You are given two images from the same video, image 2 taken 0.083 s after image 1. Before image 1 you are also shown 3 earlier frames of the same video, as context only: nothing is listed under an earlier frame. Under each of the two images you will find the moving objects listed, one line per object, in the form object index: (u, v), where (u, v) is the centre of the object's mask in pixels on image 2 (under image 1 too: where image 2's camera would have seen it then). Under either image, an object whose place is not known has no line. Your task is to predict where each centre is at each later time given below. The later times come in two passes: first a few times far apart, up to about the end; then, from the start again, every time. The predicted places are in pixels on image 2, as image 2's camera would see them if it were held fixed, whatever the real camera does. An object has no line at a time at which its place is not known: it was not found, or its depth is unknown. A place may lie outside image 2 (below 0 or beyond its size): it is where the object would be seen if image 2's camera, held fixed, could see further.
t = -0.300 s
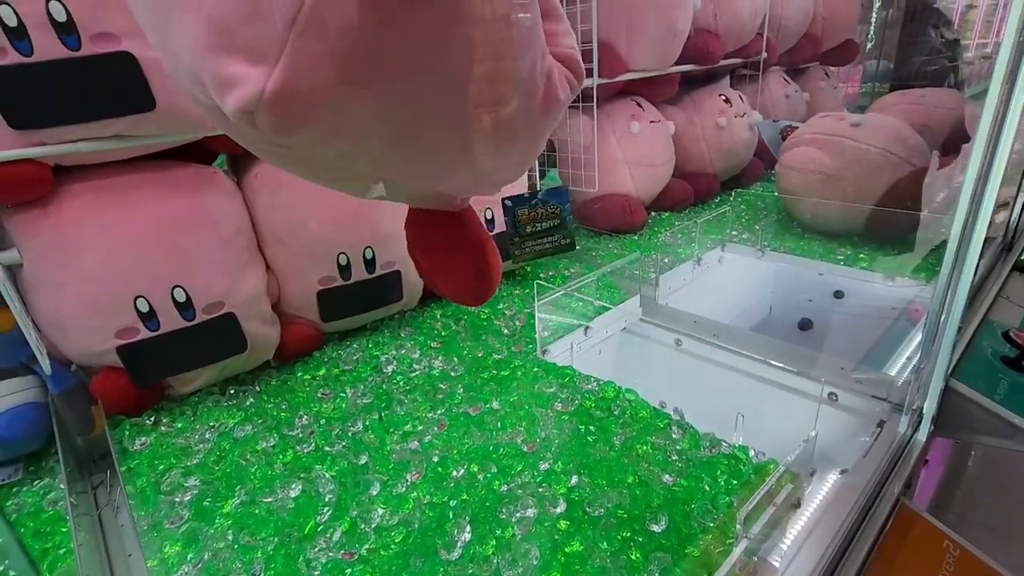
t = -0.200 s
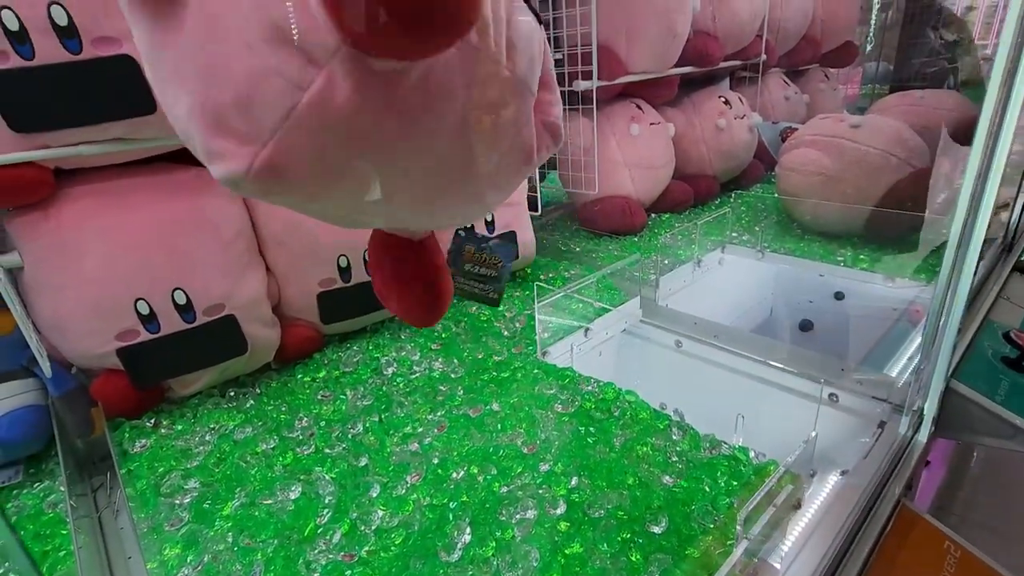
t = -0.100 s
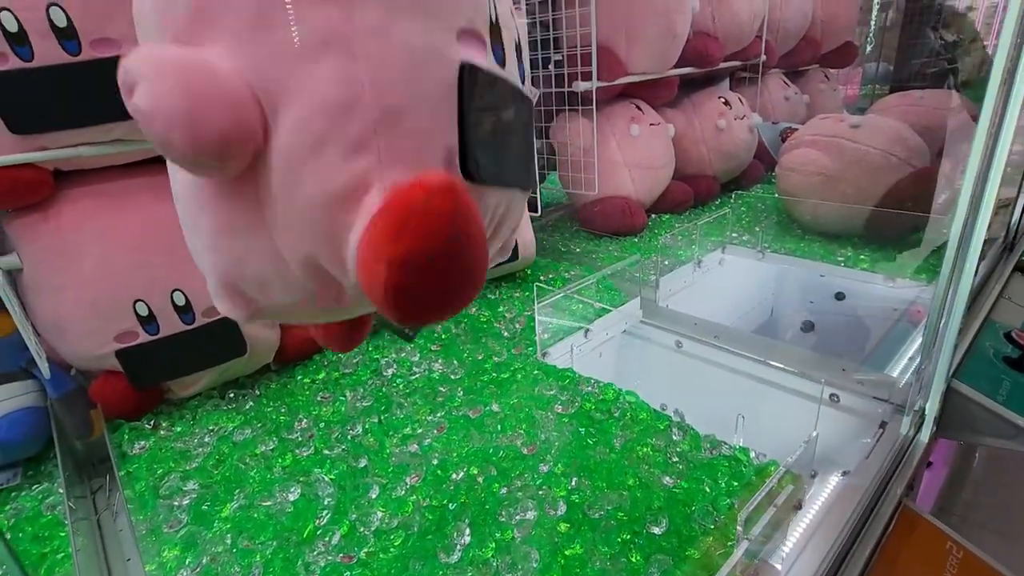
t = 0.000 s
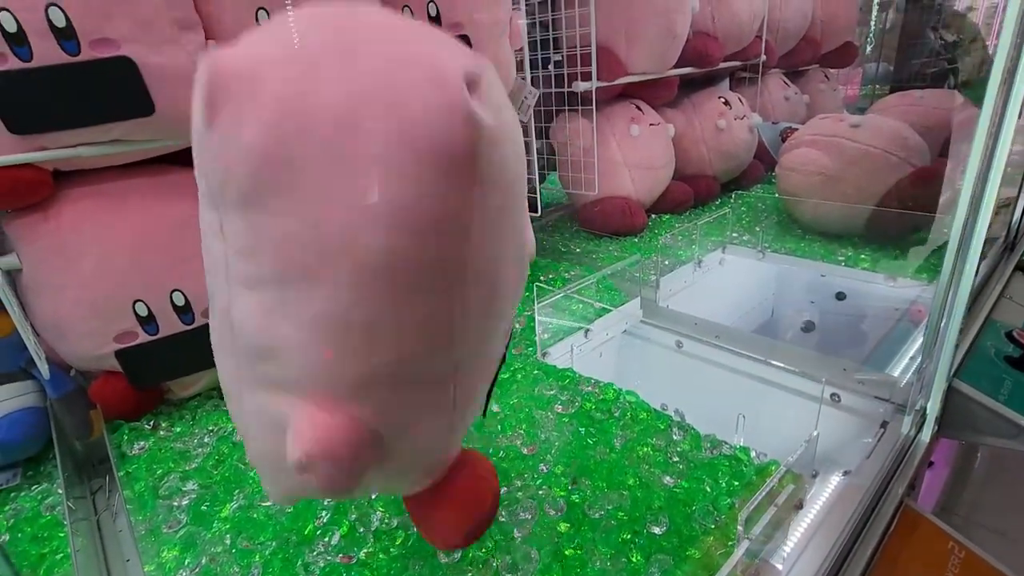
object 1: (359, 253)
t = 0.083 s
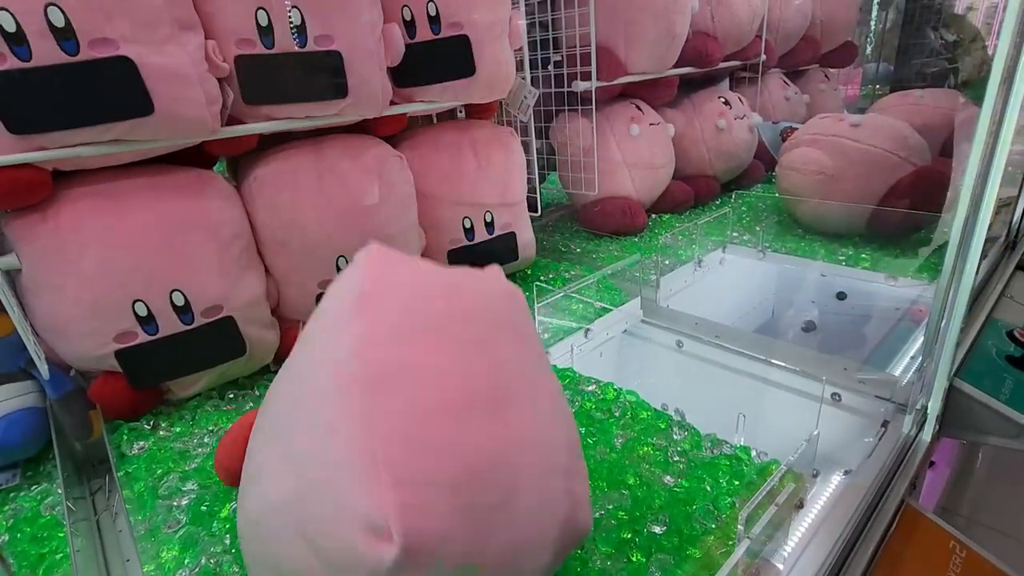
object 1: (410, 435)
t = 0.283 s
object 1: (477, 380)
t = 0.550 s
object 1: (606, 412)
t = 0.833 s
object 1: (583, 425)
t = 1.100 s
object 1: (591, 423)
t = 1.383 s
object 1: (590, 424)
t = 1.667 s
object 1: (590, 424)
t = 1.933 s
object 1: (589, 426)
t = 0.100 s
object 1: (414, 452)
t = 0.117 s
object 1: (417, 454)
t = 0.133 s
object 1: (422, 447)
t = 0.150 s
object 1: (428, 436)
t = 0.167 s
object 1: (433, 425)
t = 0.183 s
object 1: (438, 414)
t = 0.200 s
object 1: (443, 404)
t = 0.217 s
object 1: (449, 395)
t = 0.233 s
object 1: (455, 389)
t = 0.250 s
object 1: (462, 383)
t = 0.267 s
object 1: (469, 381)
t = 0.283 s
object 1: (477, 380)
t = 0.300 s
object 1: (485, 382)
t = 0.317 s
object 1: (493, 385)
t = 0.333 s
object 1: (501, 391)
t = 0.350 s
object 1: (509, 398)
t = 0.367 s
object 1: (517, 406)
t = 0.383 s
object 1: (524, 415)
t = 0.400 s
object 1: (531, 423)
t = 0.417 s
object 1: (538, 428)
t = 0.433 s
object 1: (546, 429)
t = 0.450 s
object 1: (554, 427)
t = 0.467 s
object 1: (563, 424)
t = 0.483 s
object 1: (572, 421)
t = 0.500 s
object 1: (581, 418)
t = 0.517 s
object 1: (589, 416)
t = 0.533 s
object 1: (598, 415)
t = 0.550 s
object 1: (606, 412)
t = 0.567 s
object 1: (612, 407)
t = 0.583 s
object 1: (614, 404)
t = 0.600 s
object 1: (614, 402)
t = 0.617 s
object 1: (612, 402)
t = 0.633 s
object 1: (609, 404)
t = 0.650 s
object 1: (606, 408)
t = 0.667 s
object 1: (602, 412)
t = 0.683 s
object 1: (600, 417)
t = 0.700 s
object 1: (597, 420)
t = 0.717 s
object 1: (594, 422)
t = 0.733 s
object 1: (591, 423)
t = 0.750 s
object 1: (589, 423)
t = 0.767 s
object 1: (586, 424)
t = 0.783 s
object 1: (585, 424)
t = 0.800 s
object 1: (583, 424)
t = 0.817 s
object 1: (583, 425)
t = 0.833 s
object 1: (583, 425)
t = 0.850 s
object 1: (583, 426)
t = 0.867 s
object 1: (584, 427)
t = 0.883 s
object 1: (585, 427)
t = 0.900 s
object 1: (587, 428)
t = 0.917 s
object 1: (588, 428)
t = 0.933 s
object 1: (589, 428)
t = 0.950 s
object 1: (590, 427)
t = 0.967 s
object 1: (591, 427)
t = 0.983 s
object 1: (591, 426)
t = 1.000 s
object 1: (591, 426)
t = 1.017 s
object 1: (591, 425)
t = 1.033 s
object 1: (591, 424)
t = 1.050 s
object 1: (591, 424)
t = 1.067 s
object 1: (591, 423)
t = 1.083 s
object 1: (591, 423)
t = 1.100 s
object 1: (591, 423)
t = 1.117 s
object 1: (591, 423)
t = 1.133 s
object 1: (591, 423)
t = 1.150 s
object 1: (591, 423)
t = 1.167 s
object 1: (591, 423)
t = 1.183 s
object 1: (591, 423)
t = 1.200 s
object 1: (591, 423)
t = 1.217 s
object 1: (591, 423)
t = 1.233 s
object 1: (591, 423)
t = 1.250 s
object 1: (591, 423)
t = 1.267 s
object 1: (591, 423)
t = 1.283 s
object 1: (591, 423)
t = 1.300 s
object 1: (590, 423)
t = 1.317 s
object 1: (590, 423)
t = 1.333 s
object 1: (590, 423)
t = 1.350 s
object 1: (590, 424)
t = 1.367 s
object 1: (590, 424)
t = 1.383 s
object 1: (590, 424)
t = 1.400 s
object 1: (590, 424)
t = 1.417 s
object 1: (590, 424)
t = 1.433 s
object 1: (590, 424)
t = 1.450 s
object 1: (590, 424)
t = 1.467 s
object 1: (590, 424)
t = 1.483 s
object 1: (590, 424)
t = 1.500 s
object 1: (590, 424)
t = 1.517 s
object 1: (590, 424)
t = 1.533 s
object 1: (590, 424)
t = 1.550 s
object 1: (590, 424)
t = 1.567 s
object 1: (590, 424)
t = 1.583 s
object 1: (590, 424)
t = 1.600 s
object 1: (590, 424)
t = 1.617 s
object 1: (590, 424)
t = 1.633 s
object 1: (590, 424)
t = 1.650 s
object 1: (590, 424)
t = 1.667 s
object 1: (590, 424)
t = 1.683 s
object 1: (590, 425)
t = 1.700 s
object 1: (590, 425)
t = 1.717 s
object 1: (590, 425)
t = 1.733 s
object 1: (590, 425)
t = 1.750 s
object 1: (590, 425)
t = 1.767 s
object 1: (590, 425)
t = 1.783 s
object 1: (589, 425)
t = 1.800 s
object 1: (590, 425)
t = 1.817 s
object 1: (589, 425)
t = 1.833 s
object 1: (589, 425)
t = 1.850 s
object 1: (589, 425)
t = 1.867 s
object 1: (589, 425)
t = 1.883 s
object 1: (589, 425)
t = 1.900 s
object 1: (589, 425)
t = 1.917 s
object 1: (589, 425)
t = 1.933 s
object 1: (589, 426)
